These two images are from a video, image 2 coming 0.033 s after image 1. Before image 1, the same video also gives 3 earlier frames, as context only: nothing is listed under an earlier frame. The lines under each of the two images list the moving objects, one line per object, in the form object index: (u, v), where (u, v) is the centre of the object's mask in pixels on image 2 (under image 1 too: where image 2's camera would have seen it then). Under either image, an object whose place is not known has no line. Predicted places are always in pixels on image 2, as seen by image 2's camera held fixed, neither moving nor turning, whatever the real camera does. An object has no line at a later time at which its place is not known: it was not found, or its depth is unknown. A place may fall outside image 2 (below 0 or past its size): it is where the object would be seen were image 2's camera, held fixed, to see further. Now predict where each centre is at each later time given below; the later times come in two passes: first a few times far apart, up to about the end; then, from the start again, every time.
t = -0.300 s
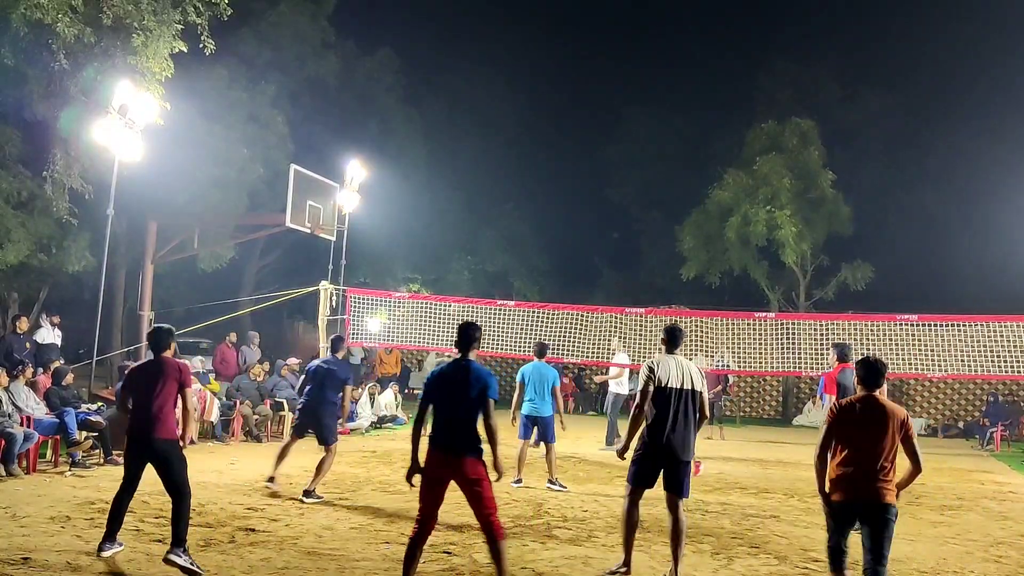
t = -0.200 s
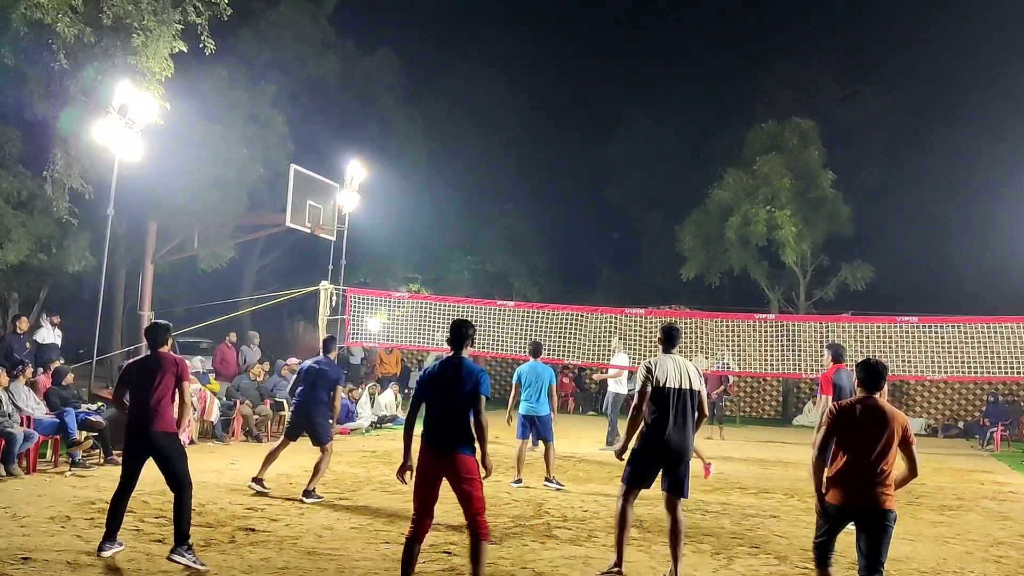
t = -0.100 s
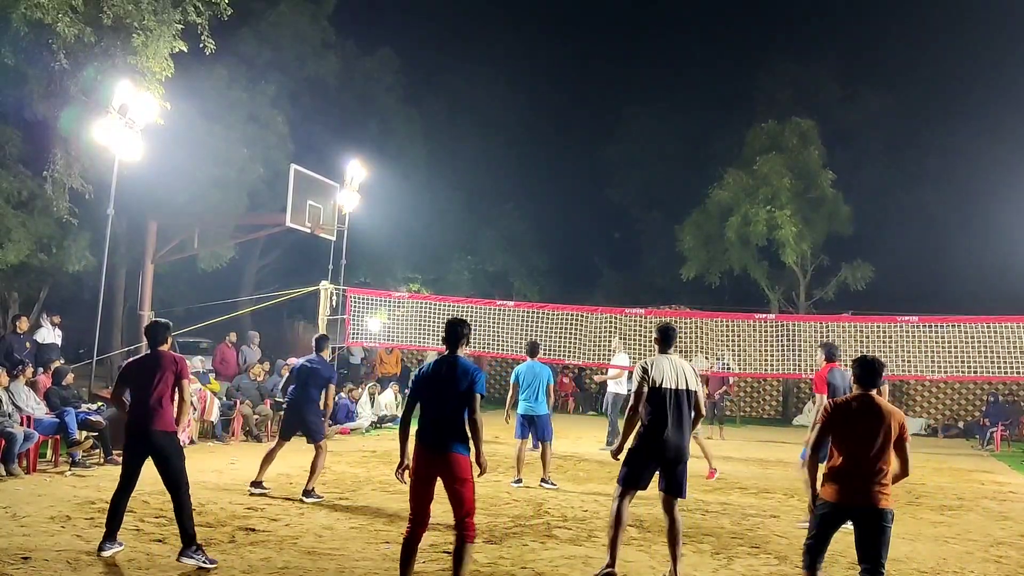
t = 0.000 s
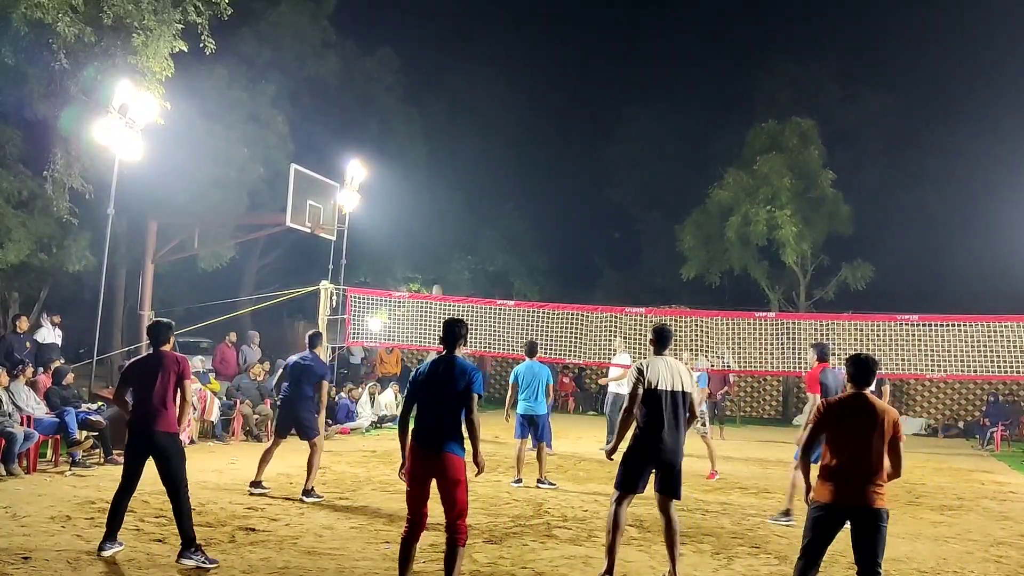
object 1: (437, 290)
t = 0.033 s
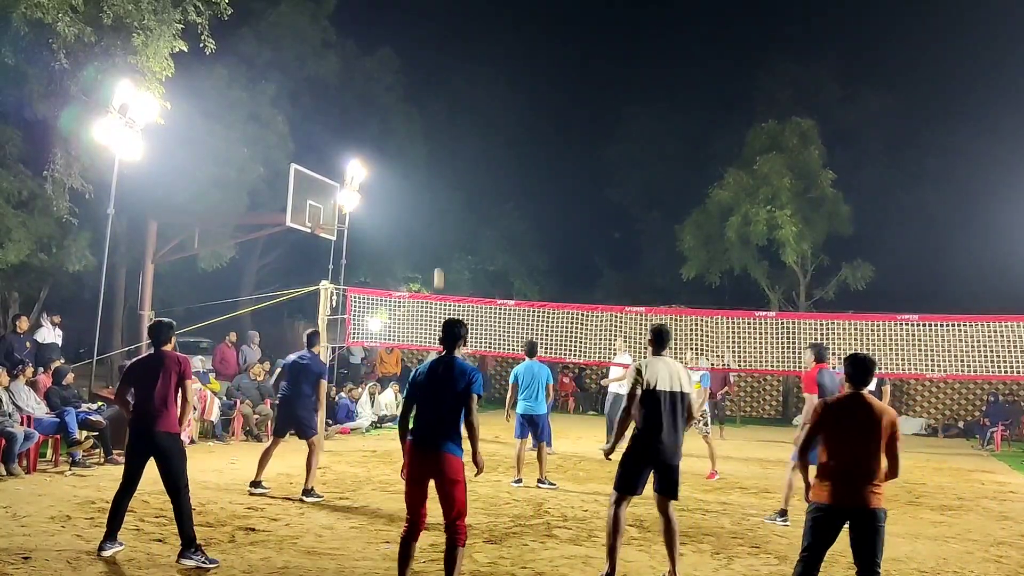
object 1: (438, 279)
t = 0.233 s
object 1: (447, 186)
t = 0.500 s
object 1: (458, 84)
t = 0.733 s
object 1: (465, 22)
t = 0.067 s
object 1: (440, 263)
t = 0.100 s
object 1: (442, 246)
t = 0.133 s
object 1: (443, 231)
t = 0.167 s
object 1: (444, 215)
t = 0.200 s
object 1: (446, 200)
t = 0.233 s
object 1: (447, 186)
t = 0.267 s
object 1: (449, 172)
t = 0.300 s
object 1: (450, 158)
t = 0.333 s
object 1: (452, 145)
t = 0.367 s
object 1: (453, 132)
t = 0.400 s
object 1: (455, 119)
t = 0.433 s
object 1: (456, 107)
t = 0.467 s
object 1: (457, 95)
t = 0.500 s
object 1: (458, 84)
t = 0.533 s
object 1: (459, 73)
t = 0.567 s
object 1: (460, 63)
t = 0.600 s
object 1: (461, 54)
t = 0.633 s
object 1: (462, 45)
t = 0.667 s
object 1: (463, 37)
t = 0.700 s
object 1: (464, 29)
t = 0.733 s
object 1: (465, 22)
